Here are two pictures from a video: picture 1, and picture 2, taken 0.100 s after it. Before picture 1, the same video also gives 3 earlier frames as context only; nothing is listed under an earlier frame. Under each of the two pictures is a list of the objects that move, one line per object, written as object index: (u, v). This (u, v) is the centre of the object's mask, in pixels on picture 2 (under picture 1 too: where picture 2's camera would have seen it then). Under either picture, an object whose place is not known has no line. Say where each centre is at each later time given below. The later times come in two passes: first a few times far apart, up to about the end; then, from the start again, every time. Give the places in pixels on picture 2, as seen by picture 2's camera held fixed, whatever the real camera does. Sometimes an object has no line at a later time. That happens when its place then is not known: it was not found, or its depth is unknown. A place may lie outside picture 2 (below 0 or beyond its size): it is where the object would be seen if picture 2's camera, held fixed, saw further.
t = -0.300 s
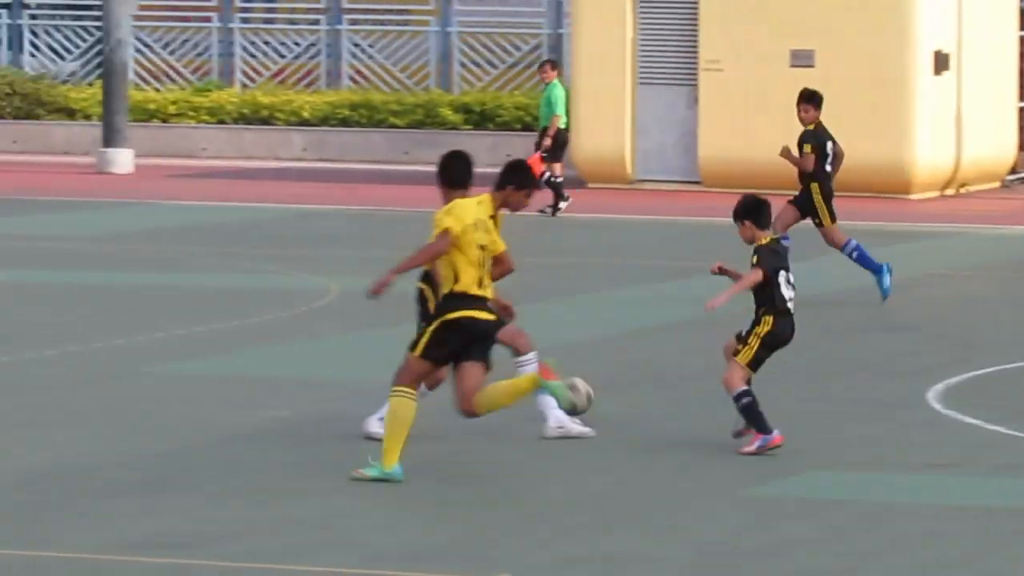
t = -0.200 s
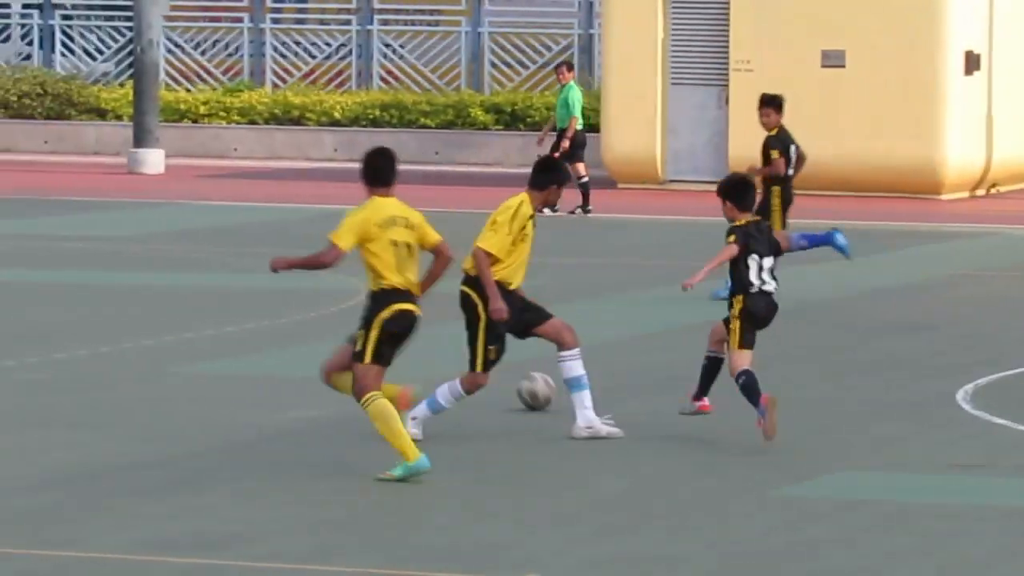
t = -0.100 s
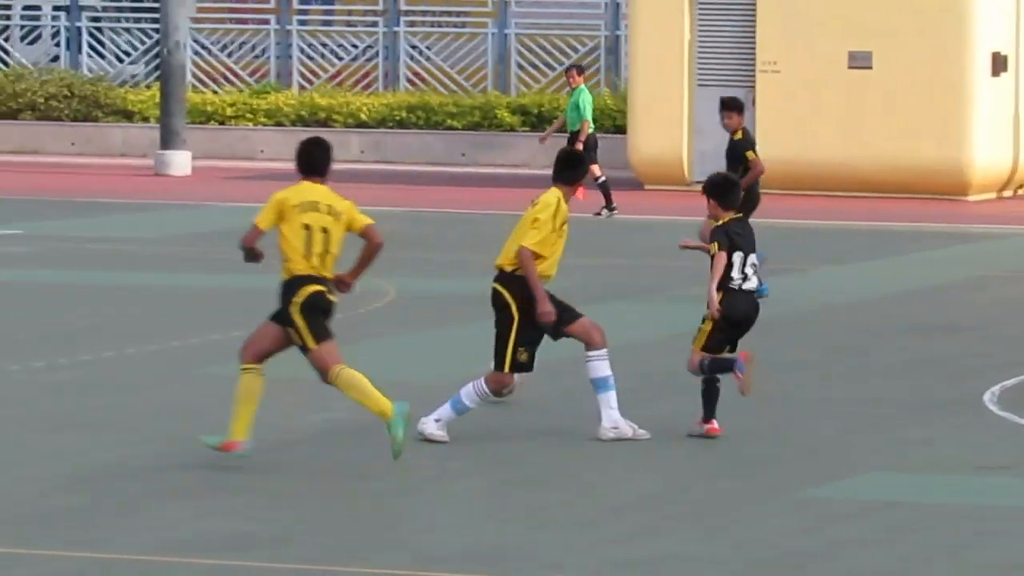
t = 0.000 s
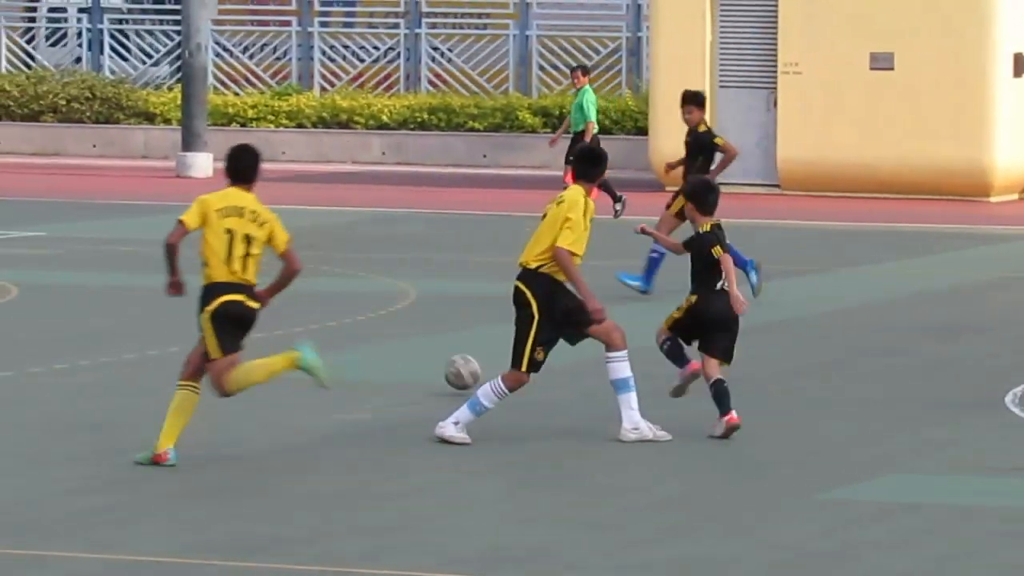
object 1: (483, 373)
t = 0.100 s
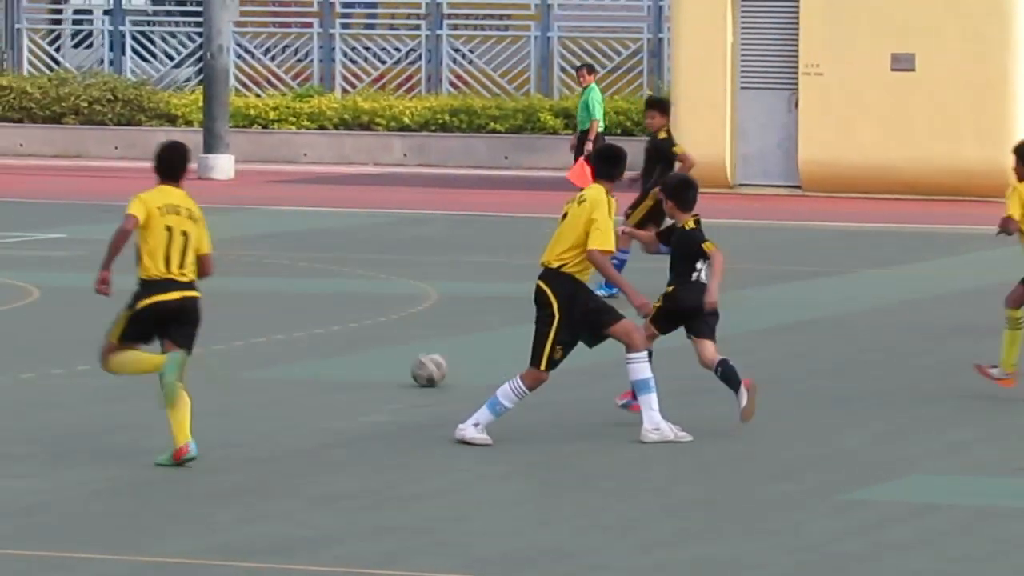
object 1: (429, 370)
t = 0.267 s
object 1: (347, 348)
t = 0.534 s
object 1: (234, 334)
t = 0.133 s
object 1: (412, 363)
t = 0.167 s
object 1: (395, 356)
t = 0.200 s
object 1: (378, 351)
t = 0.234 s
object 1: (363, 349)
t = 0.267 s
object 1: (347, 348)
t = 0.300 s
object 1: (333, 351)
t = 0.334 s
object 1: (318, 350)
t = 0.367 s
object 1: (303, 343)
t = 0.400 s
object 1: (289, 339)
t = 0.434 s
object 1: (275, 337)
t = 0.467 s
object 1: (261, 335)
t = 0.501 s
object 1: (247, 338)
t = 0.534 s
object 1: (234, 334)
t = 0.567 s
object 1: (221, 328)
